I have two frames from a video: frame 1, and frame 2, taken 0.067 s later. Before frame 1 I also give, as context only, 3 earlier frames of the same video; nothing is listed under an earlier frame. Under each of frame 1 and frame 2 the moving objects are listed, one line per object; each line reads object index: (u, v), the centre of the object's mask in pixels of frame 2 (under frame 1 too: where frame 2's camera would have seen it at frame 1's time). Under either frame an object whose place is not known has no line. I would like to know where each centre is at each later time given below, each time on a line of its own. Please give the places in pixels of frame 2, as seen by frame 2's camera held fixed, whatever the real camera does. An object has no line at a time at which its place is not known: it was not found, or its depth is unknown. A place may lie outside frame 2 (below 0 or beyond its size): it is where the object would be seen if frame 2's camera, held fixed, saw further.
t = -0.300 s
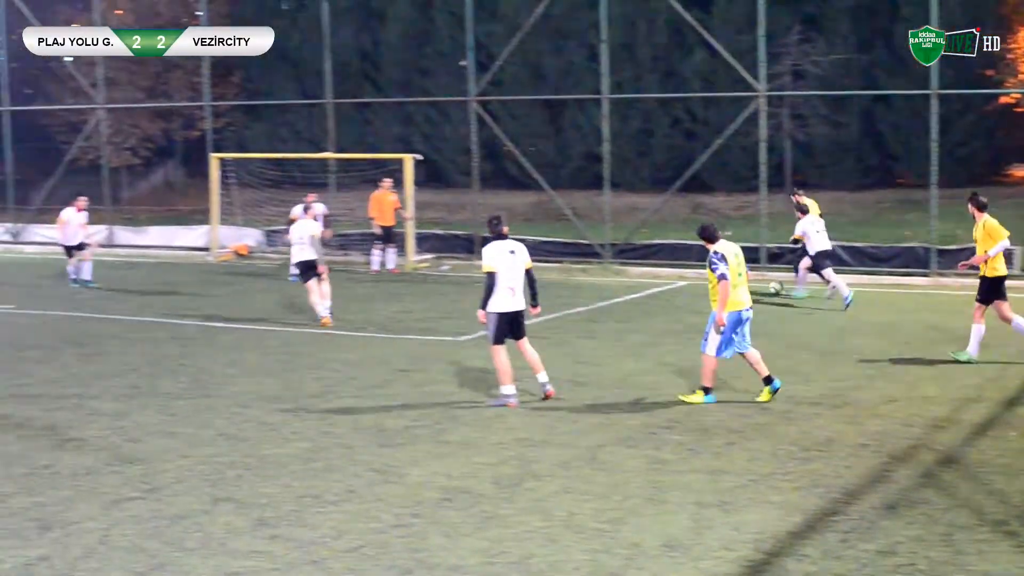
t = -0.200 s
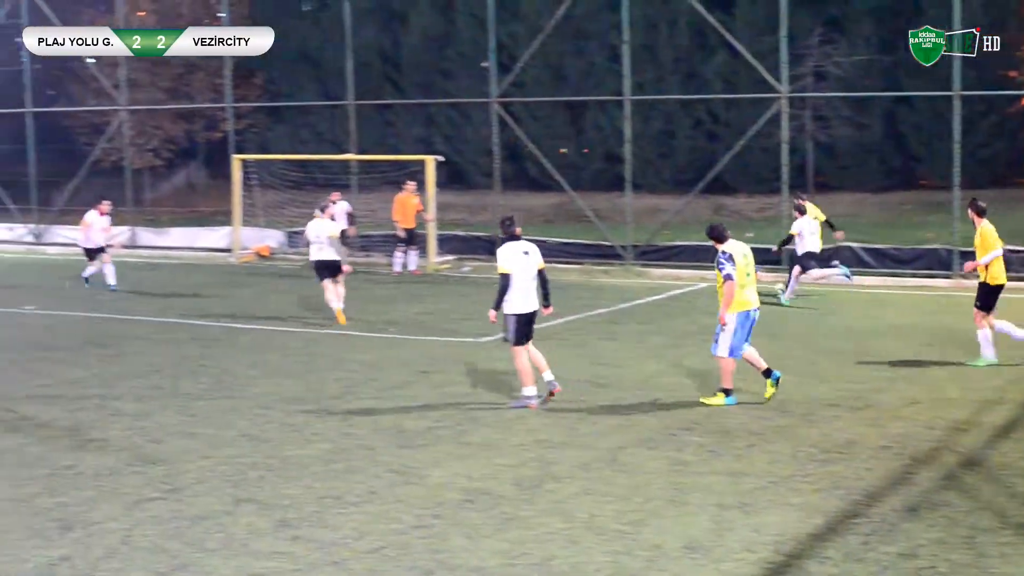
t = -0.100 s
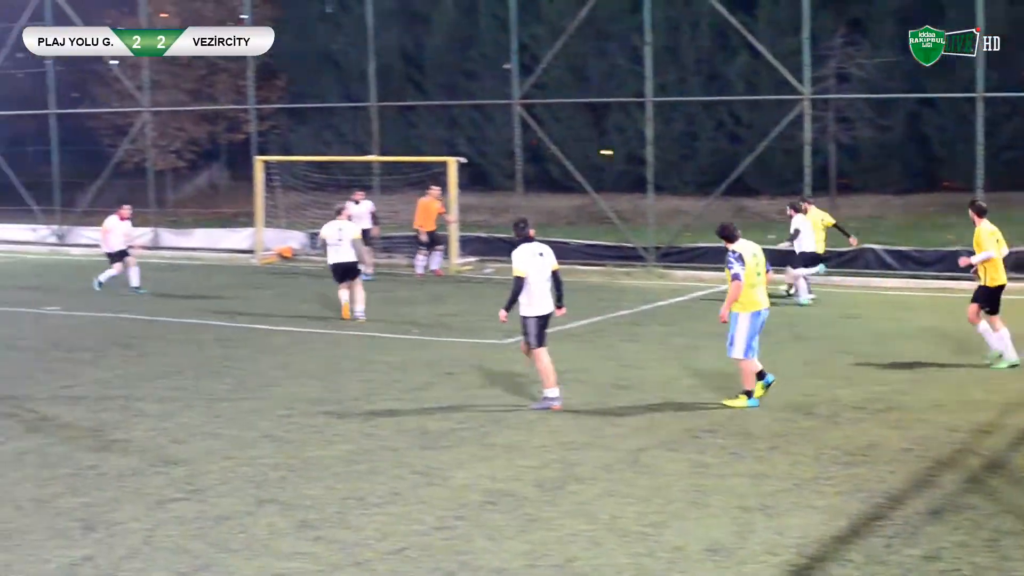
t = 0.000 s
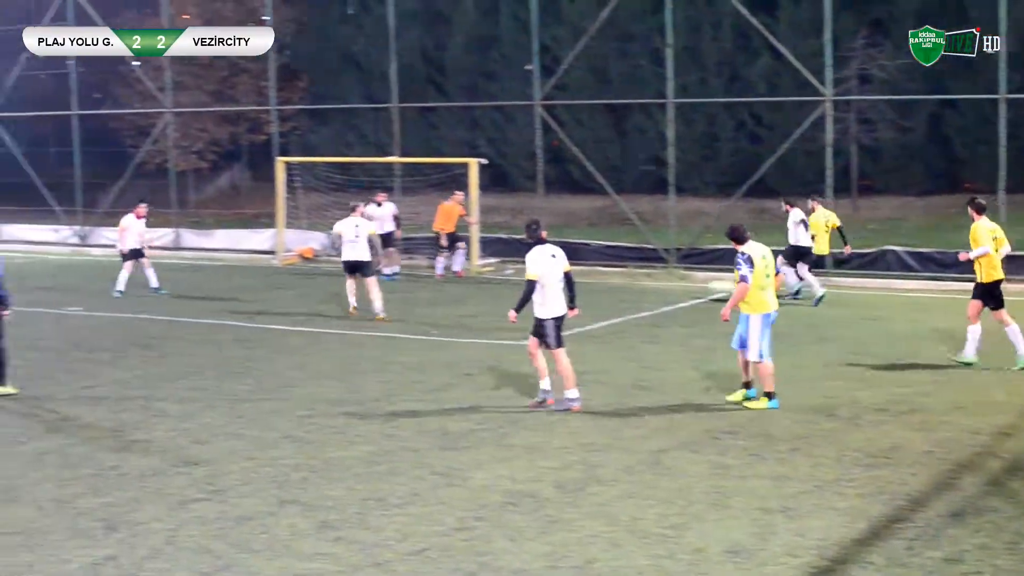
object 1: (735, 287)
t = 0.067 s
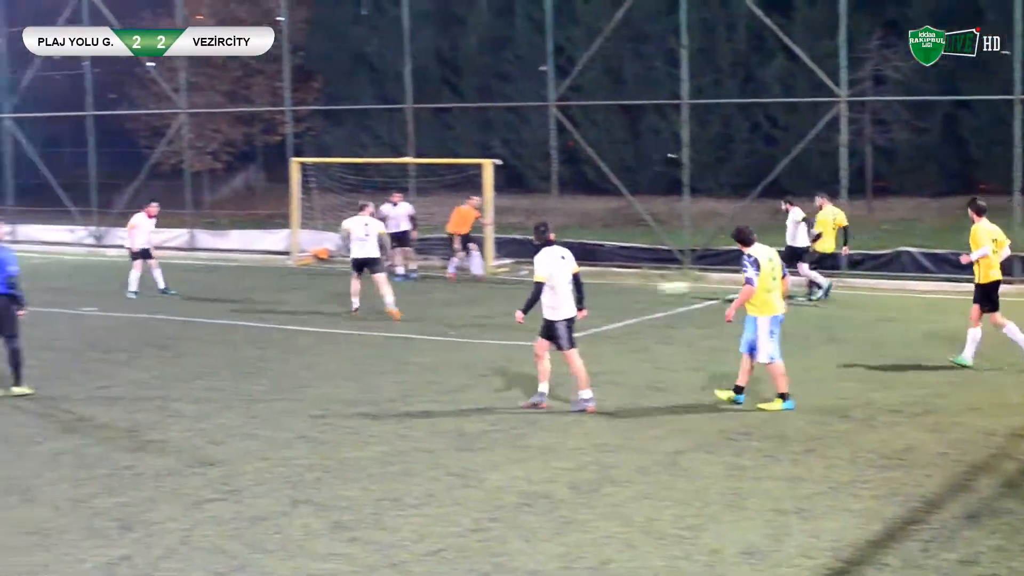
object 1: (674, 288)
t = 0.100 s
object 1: (643, 289)
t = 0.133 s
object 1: (610, 291)
